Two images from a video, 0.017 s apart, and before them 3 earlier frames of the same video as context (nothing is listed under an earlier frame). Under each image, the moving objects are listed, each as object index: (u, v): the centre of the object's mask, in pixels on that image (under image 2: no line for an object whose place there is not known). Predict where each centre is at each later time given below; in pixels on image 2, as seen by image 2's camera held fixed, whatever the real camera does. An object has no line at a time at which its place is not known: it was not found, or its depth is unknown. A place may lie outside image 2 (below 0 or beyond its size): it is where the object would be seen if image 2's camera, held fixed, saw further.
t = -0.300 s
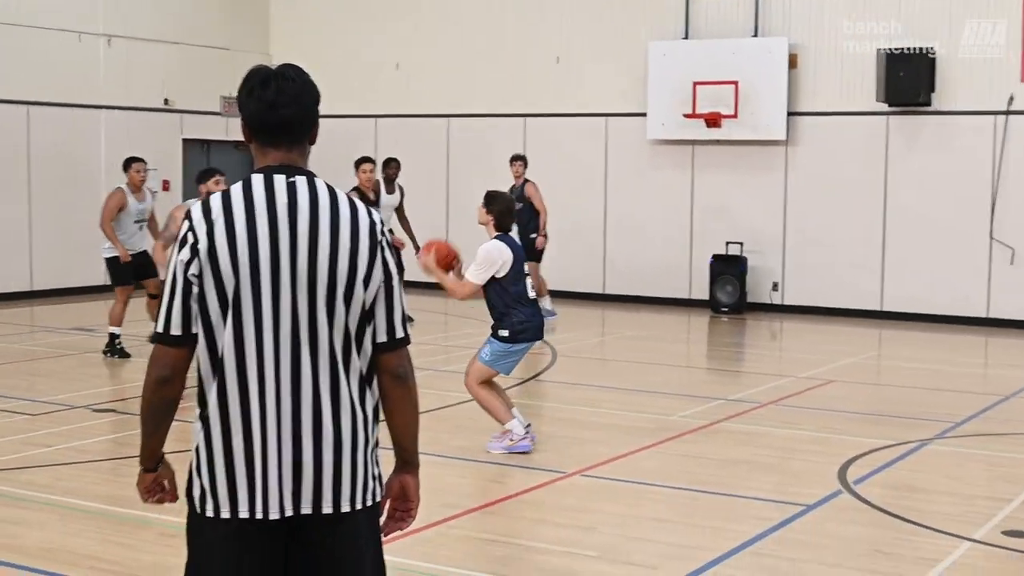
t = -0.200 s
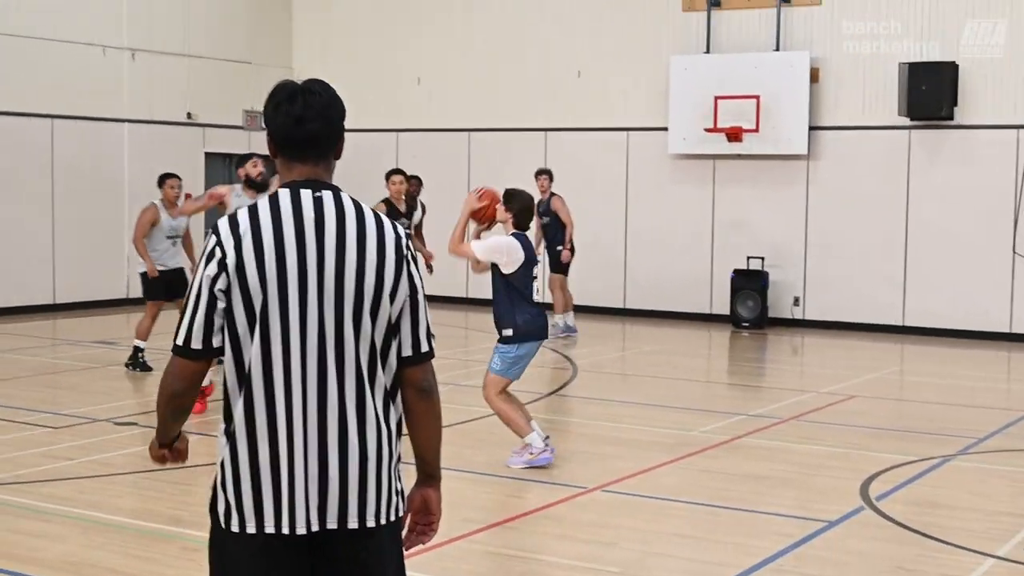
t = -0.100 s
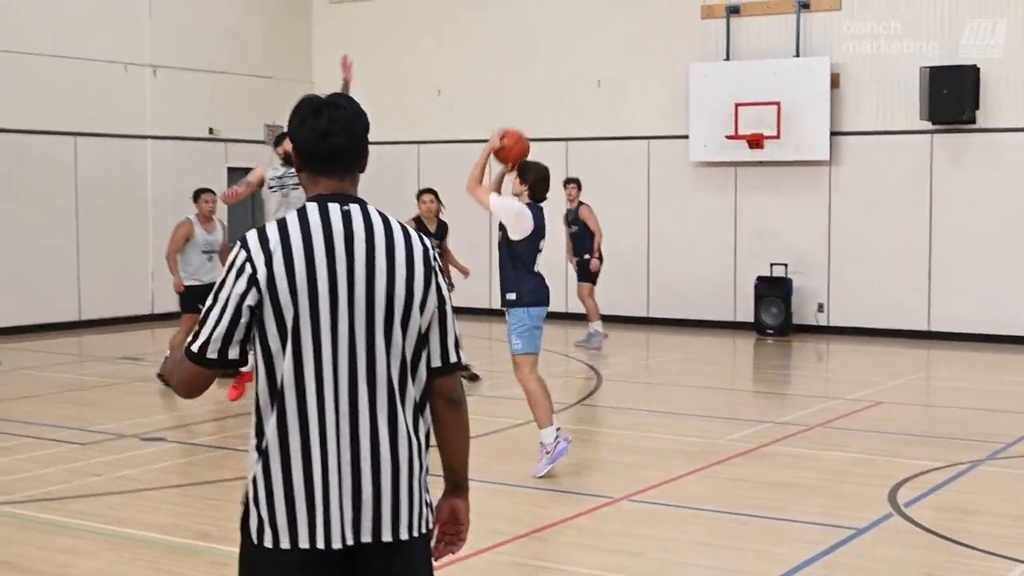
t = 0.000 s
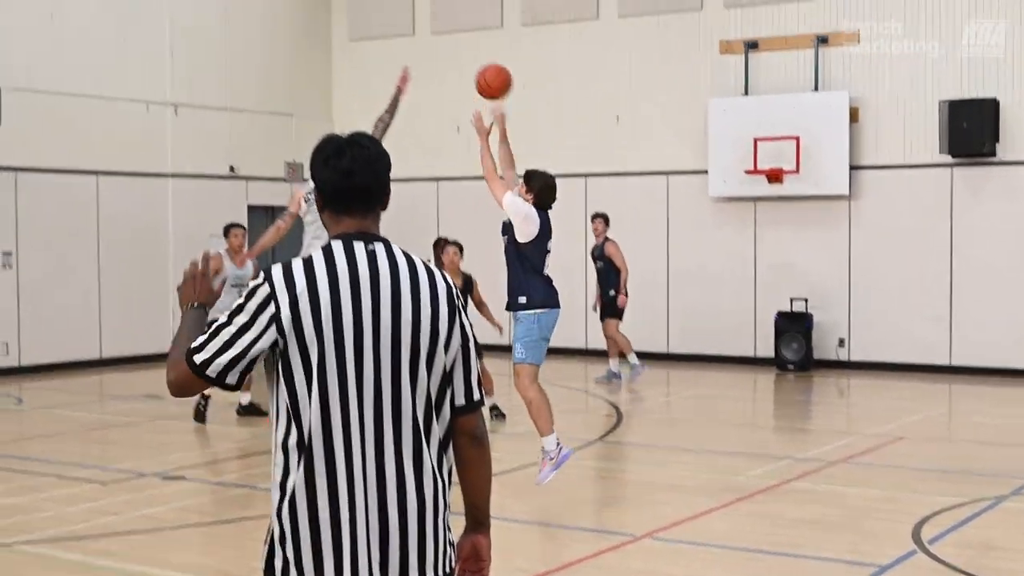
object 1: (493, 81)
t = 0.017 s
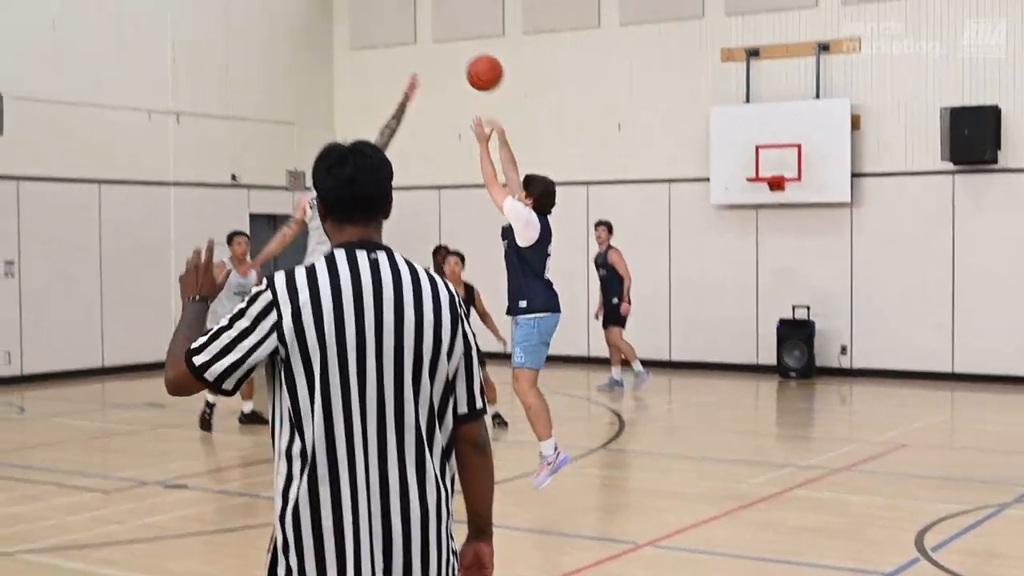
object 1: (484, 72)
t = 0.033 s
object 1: (473, 56)
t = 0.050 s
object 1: (463, 40)
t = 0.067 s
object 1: (452, 25)
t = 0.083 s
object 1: (442, 10)
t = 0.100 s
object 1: (432, -4)
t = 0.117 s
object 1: (422, -18)
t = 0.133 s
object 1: (413, -31)
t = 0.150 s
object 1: (403, -43)
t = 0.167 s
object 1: (395, -54)
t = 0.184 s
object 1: (387, -62)
